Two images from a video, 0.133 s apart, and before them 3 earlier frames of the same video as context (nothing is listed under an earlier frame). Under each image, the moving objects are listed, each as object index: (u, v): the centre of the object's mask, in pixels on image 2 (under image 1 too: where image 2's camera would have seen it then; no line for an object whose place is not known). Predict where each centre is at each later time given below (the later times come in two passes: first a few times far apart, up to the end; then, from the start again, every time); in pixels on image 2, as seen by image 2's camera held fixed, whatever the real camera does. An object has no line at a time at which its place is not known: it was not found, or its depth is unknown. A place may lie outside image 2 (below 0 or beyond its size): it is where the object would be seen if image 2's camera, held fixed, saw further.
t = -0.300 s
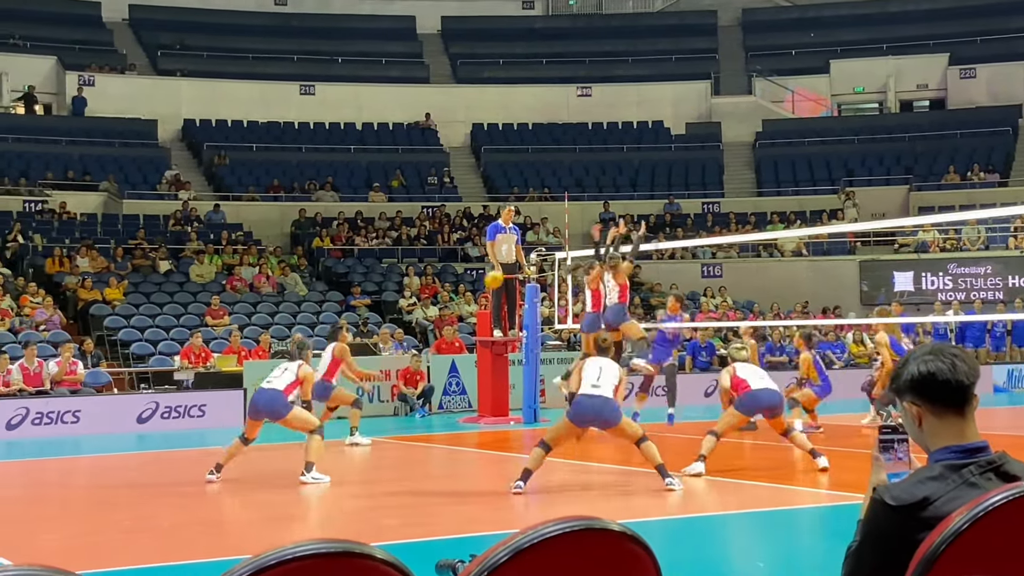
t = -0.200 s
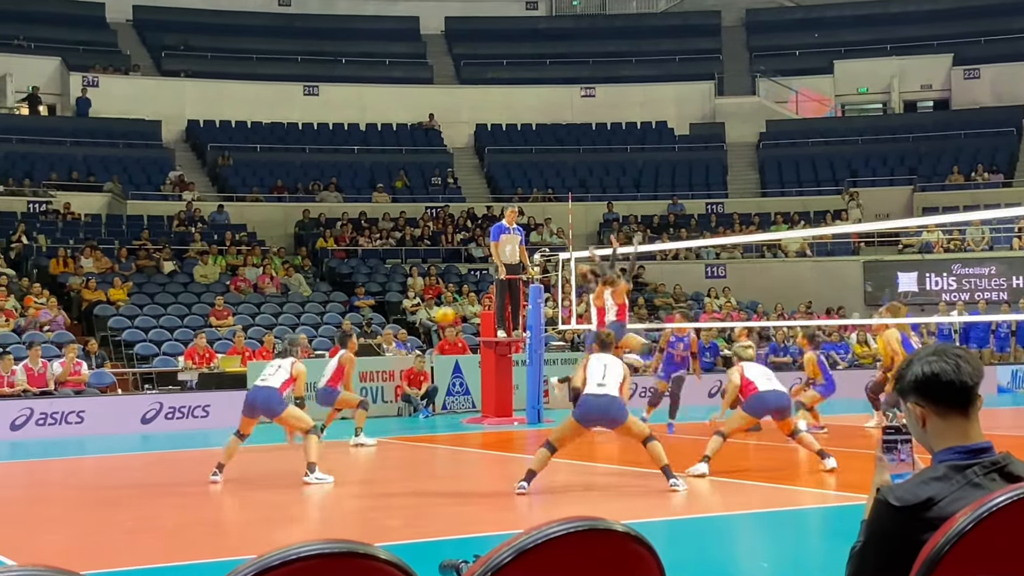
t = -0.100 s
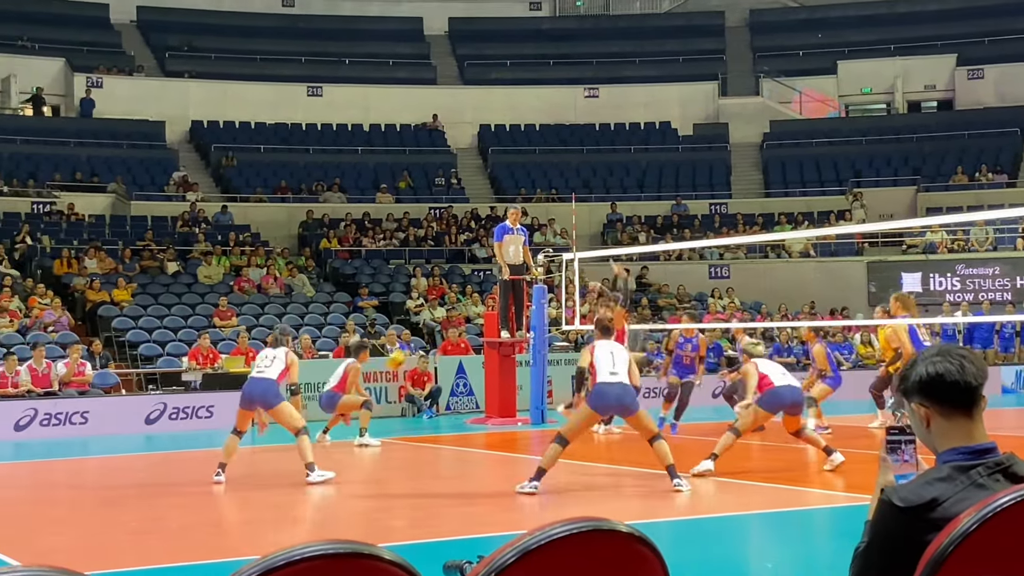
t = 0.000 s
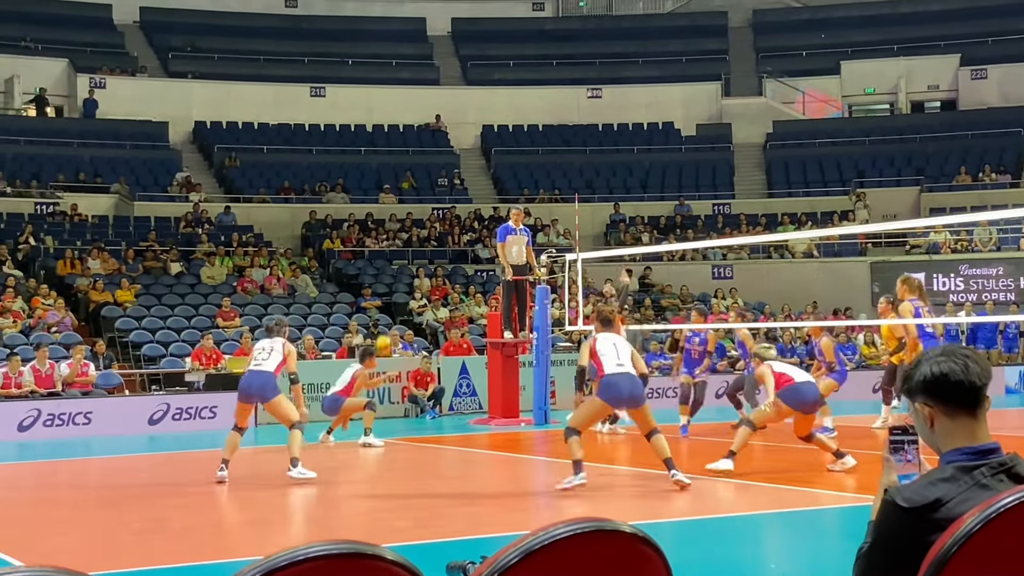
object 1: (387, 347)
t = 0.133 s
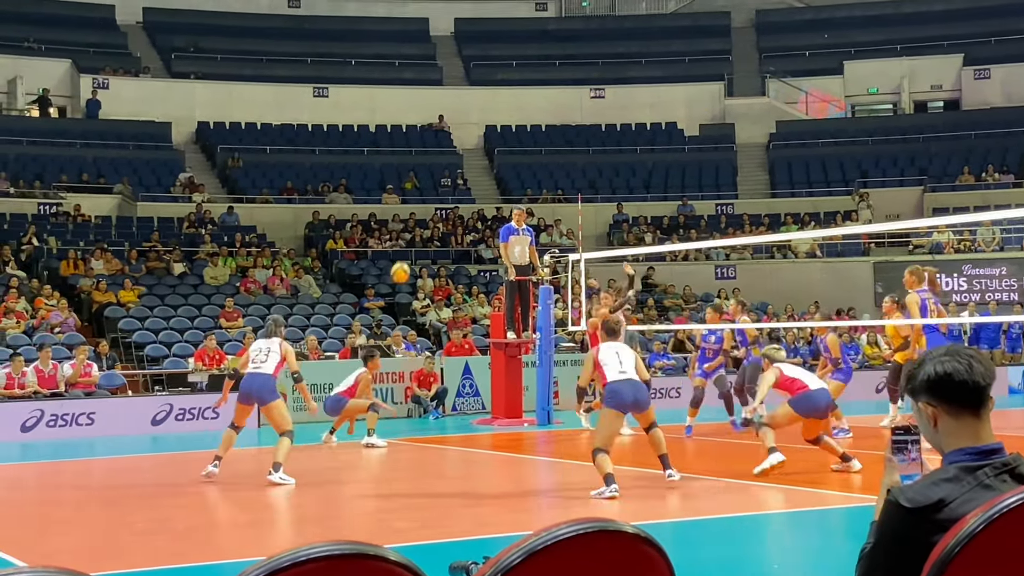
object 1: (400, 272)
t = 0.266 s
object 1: (414, 213)
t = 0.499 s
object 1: (438, 143)
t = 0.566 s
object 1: (445, 131)
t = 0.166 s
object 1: (404, 256)
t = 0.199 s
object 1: (407, 241)
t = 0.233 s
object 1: (410, 227)
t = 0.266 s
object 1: (414, 213)
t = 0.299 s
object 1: (418, 200)
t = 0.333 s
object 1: (421, 189)
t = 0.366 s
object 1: (424, 178)
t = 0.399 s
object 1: (428, 167)
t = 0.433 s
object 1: (431, 159)
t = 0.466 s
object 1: (434, 150)
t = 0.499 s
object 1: (438, 143)
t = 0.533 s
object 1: (442, 137)
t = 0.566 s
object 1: (445, 131)
